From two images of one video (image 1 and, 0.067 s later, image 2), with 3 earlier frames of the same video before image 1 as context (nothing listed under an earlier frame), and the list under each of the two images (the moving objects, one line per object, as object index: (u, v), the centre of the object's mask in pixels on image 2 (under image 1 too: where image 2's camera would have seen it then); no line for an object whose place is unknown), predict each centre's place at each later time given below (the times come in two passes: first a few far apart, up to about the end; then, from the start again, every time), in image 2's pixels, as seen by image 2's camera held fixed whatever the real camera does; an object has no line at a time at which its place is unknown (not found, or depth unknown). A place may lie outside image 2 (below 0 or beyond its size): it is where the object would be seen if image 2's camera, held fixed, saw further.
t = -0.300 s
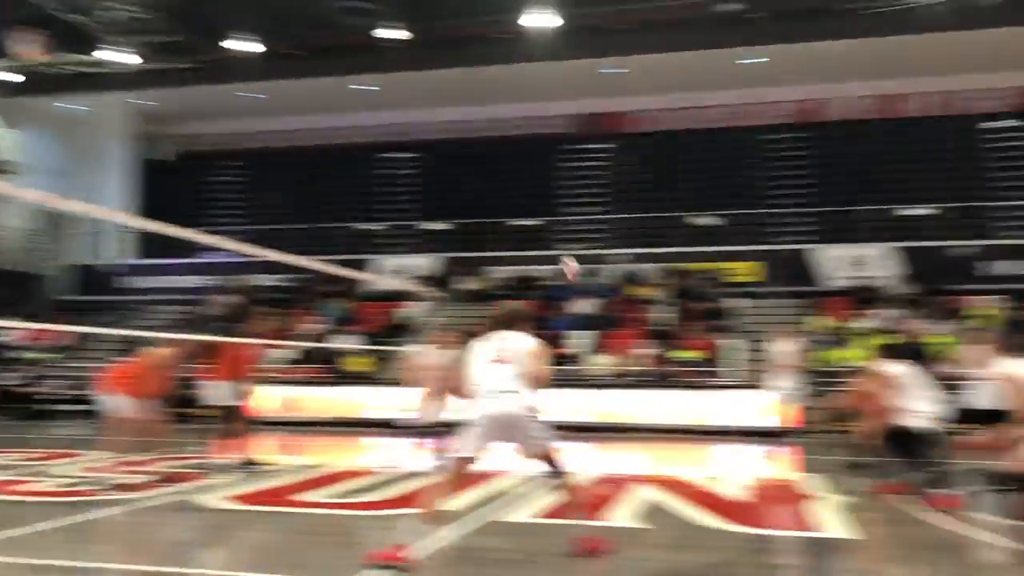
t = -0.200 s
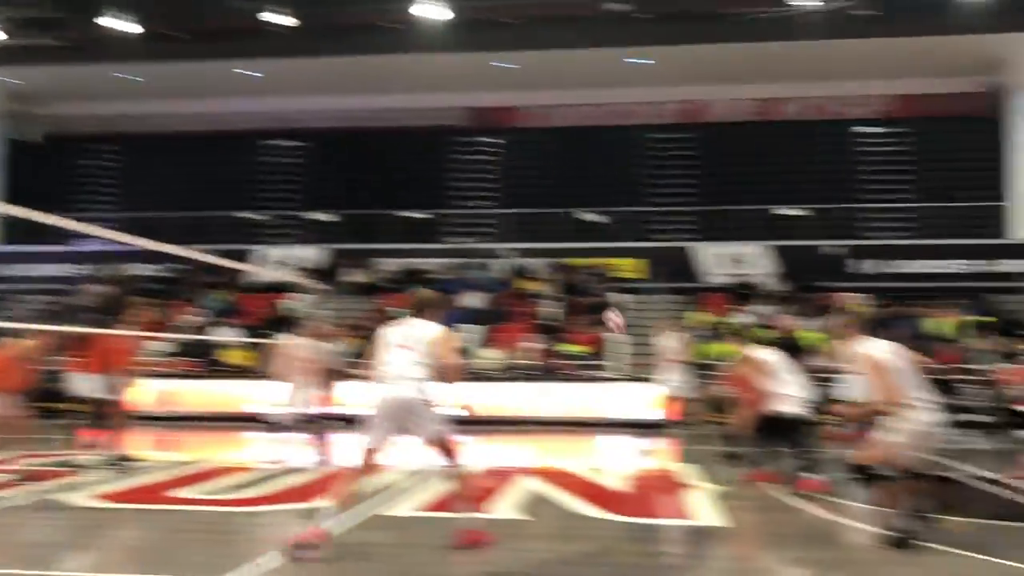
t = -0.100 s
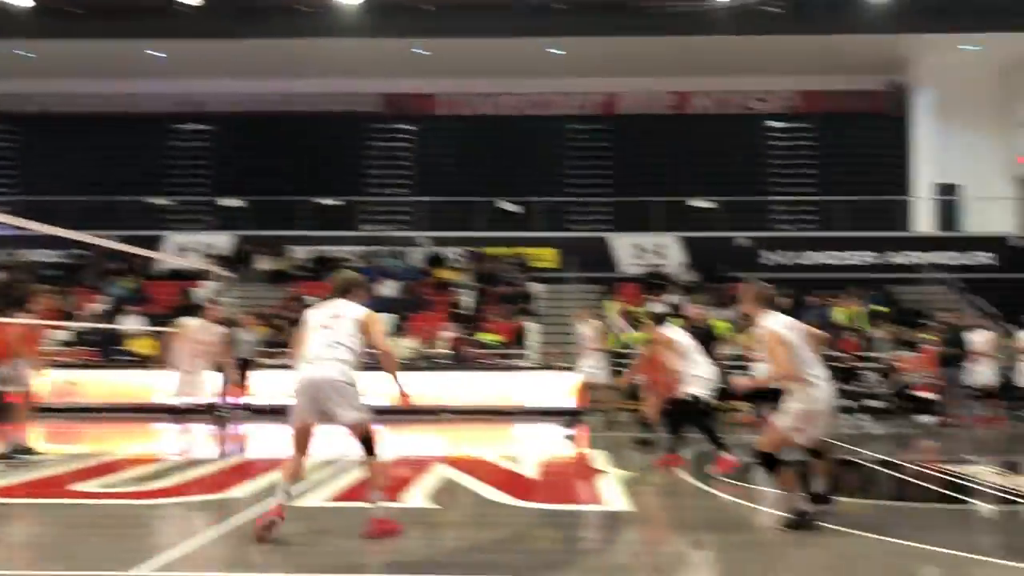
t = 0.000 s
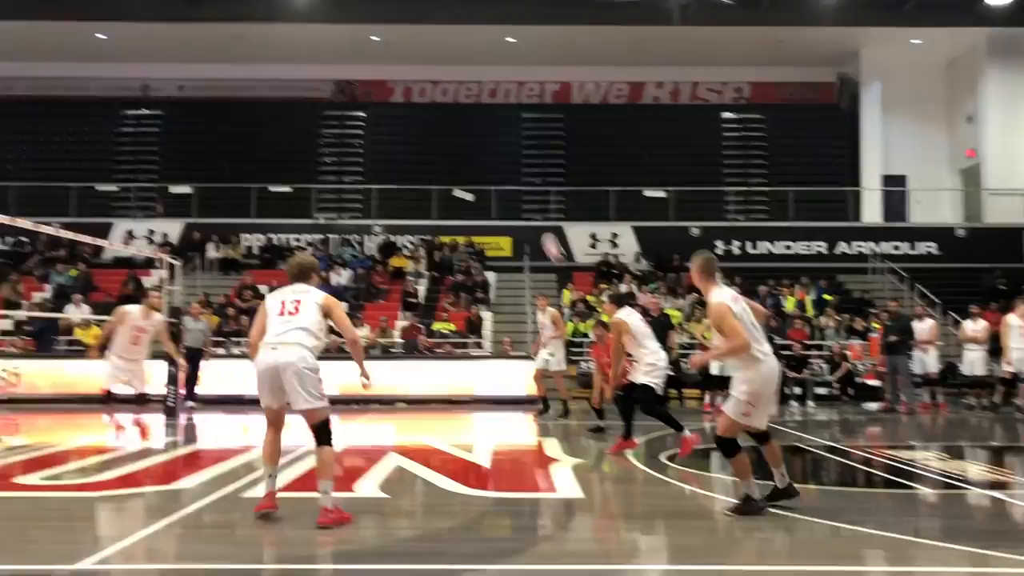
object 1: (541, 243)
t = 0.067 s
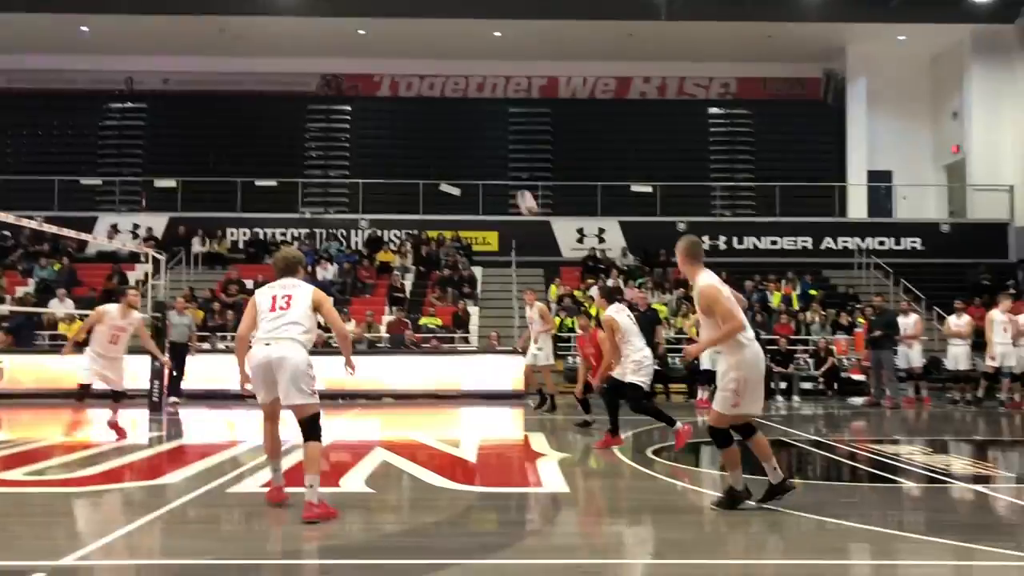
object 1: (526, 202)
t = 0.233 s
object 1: (500, 131)
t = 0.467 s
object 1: (476, 76)
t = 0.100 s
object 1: (520, 184)
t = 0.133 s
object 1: (514, 169)
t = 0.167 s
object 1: (509, 156)
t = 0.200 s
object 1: (504, 142)
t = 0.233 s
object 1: (500, 131)
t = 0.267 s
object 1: (496, 120)
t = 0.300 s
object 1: (492, 110)
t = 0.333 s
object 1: (488, 102)
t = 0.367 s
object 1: (485, 94)
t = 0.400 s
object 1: (481, 86)
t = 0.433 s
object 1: (479, 82)
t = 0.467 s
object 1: (476, 76)
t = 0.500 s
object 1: (474, 72)
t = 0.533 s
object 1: (471, 69)
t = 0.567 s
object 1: (469, 65)
